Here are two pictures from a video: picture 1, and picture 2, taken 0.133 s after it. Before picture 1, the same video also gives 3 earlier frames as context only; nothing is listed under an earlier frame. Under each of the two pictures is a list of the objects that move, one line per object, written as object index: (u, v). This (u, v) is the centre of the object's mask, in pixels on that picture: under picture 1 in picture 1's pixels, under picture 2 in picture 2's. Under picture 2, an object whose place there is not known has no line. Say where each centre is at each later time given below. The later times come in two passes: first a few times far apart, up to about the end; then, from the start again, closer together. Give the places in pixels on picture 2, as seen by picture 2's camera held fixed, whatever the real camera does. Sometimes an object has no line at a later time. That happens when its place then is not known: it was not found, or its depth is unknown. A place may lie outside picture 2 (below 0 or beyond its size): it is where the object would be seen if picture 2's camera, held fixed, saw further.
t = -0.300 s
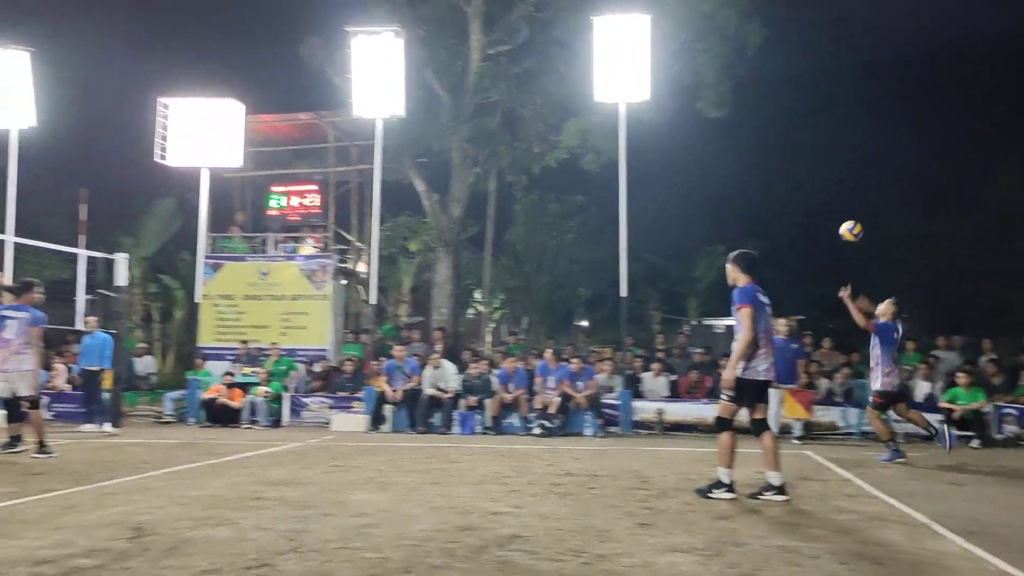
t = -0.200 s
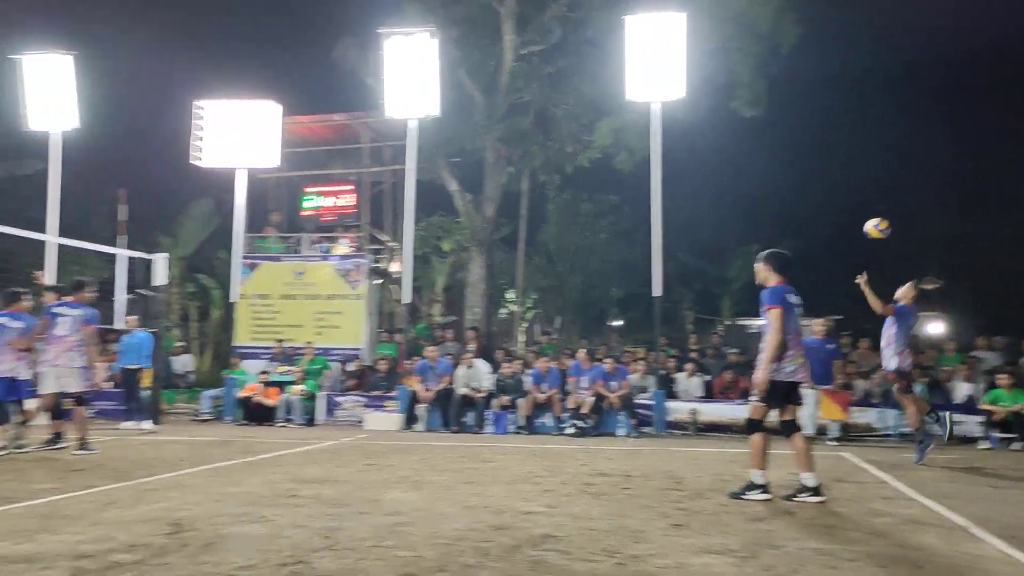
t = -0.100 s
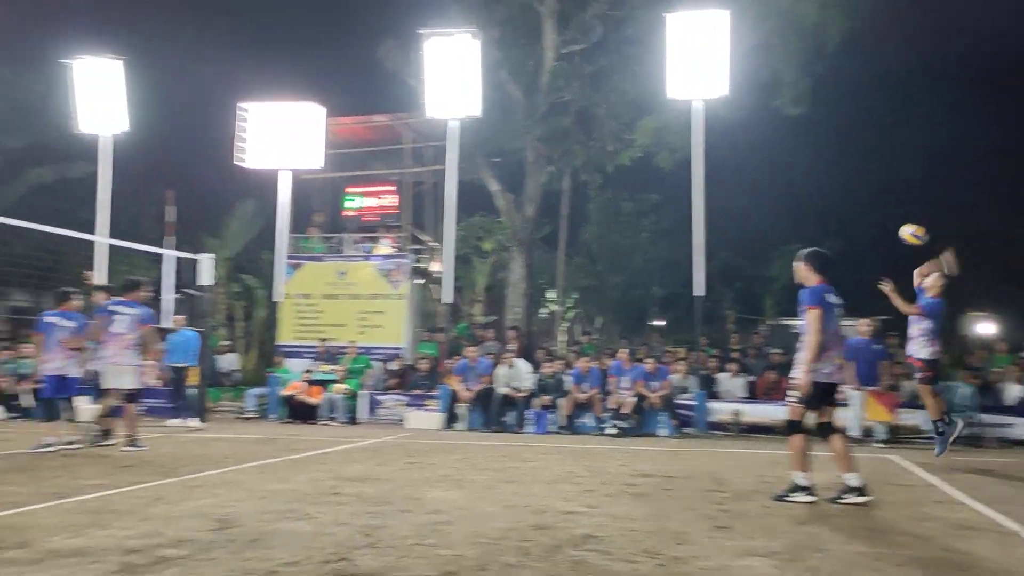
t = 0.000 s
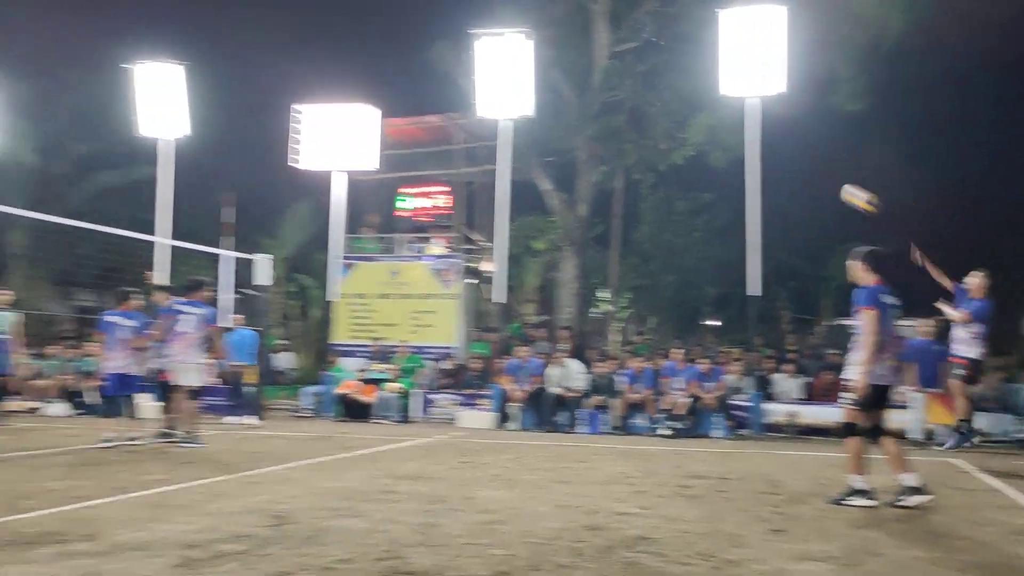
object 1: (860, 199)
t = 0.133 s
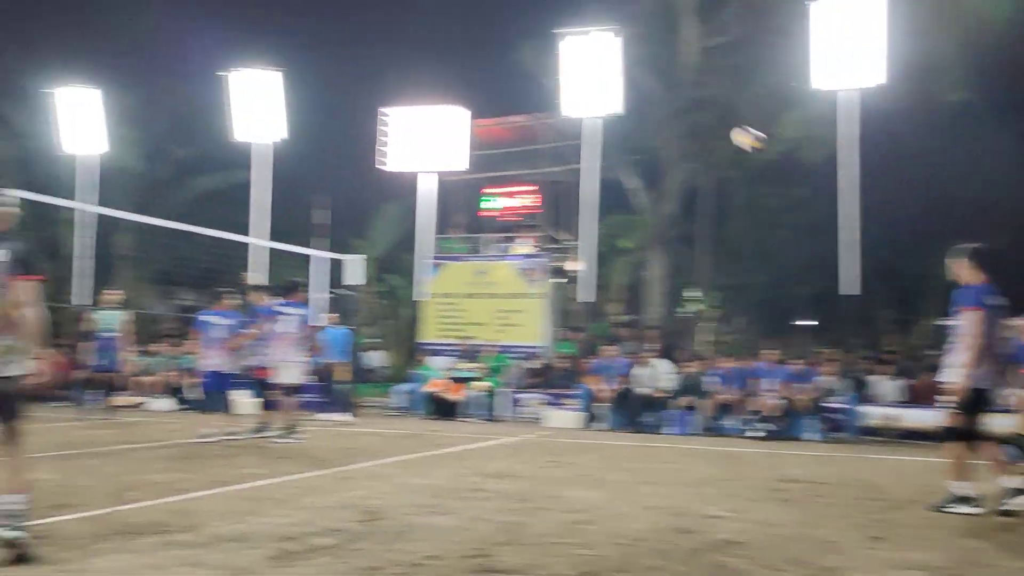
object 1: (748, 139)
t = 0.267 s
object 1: (551, 107)
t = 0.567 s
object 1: (165, 115)
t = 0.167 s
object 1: (699, 128)
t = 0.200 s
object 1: (649, 120)
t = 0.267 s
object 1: (551, 107)
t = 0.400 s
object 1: (372, 98)
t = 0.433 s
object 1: (329, 99)
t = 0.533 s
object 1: (205, 110)
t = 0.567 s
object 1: (165, 115)
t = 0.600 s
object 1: (128, 122)
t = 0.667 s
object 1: (47, 141)
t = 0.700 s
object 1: (11, 151)
